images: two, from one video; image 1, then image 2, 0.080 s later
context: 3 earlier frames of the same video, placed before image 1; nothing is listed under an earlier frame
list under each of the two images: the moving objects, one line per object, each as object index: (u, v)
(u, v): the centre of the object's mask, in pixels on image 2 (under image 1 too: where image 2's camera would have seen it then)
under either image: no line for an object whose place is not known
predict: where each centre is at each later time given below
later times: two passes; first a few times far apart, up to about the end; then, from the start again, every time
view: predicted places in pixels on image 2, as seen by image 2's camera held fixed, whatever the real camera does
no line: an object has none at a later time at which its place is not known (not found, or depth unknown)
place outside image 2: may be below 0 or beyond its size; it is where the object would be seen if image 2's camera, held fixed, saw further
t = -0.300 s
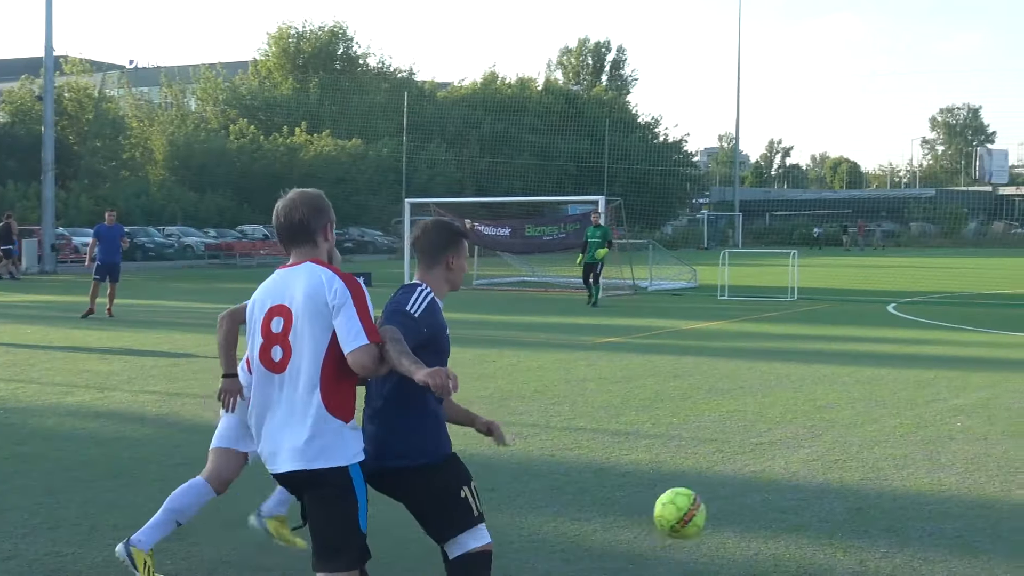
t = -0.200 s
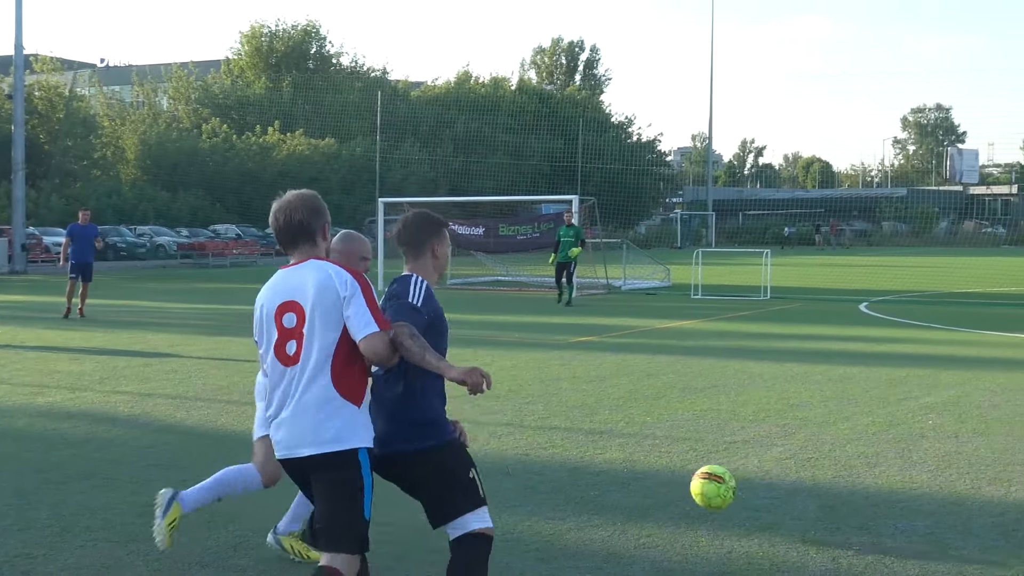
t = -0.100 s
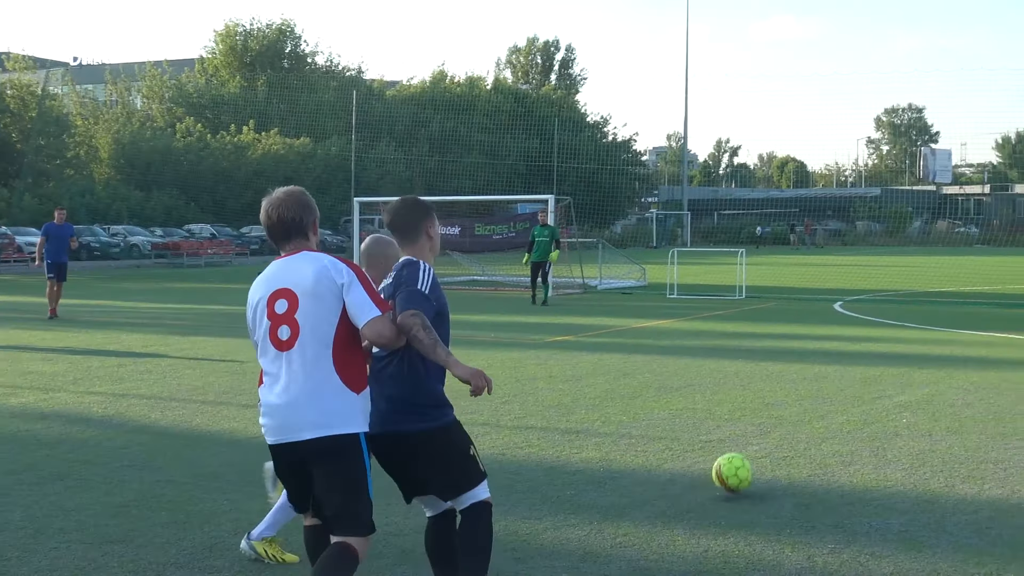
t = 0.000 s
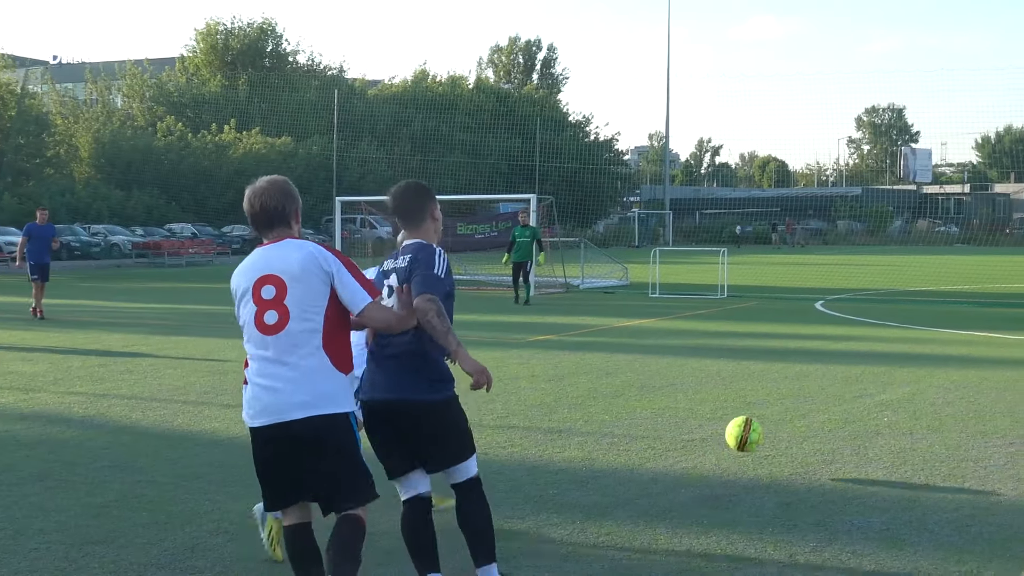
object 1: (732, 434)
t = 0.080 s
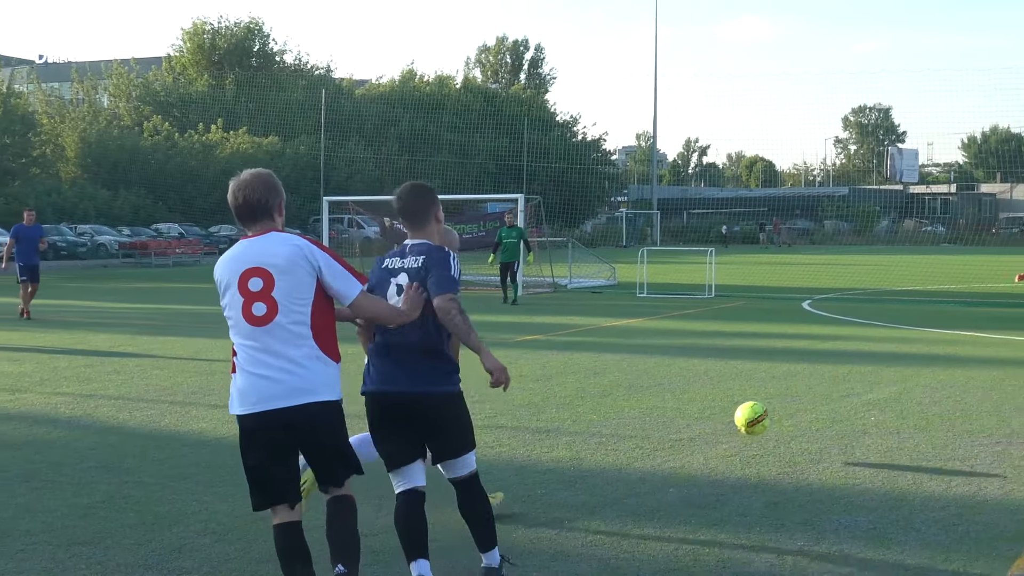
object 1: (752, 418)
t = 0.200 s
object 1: (778, 415)
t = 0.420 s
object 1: (812, 387)
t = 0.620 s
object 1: (838, 386)
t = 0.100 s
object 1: (756, 416)
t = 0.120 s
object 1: (761, 414)
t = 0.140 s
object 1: (765, 414)
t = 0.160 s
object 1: (770, 414)
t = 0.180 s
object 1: (773, 414)
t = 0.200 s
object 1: (778, 415)
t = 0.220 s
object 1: (781, 417)
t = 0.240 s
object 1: (785, 418)
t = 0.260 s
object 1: (788, 413)
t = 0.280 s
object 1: (791, 407)
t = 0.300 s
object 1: (795, 403)
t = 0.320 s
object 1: (798, 399)
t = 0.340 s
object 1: (801, 396)
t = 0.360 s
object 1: (803, 393)
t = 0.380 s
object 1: (807, 390)
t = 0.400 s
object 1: (810, 388)
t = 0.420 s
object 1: (812, 387)
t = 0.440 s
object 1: (816, 387)
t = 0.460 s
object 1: (818, 387)
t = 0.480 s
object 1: (821, 387)
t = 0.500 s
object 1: (824, 387)
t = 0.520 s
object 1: (826, 389)
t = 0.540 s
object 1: (829, 391)
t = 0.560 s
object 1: (831, 393)
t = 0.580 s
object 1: (834, 391)
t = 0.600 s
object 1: (836, 388)
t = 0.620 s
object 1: (838, 386)
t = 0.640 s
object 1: (841, 383)
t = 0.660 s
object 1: (843, 382)
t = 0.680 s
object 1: (846, 380)
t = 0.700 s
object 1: (848, 380)
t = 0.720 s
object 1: (850, 380)
